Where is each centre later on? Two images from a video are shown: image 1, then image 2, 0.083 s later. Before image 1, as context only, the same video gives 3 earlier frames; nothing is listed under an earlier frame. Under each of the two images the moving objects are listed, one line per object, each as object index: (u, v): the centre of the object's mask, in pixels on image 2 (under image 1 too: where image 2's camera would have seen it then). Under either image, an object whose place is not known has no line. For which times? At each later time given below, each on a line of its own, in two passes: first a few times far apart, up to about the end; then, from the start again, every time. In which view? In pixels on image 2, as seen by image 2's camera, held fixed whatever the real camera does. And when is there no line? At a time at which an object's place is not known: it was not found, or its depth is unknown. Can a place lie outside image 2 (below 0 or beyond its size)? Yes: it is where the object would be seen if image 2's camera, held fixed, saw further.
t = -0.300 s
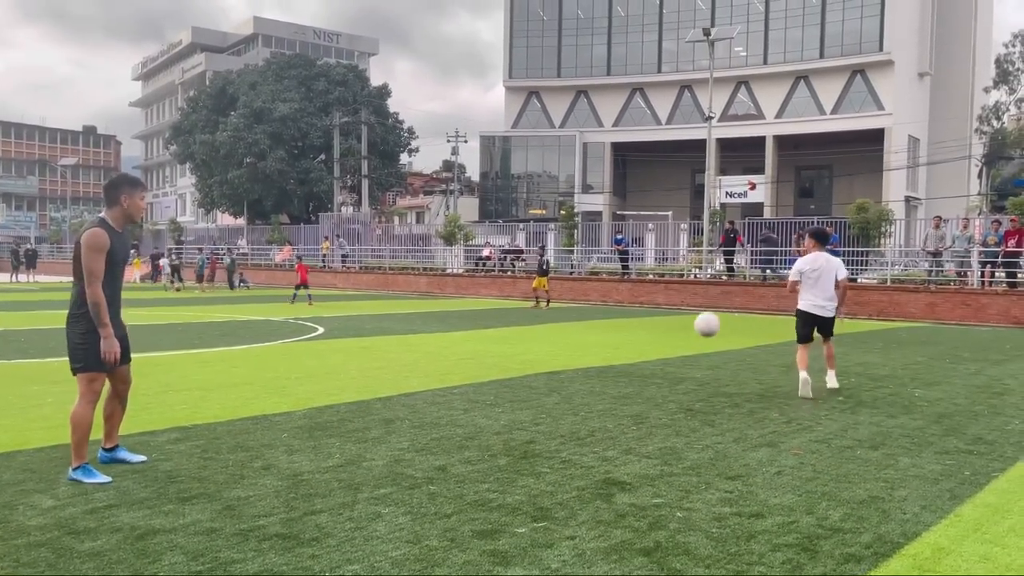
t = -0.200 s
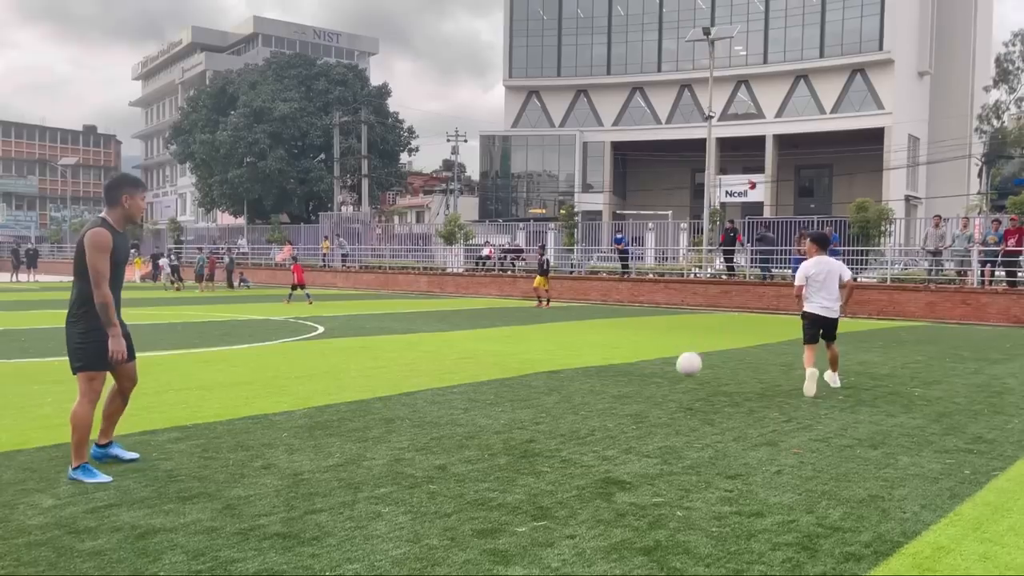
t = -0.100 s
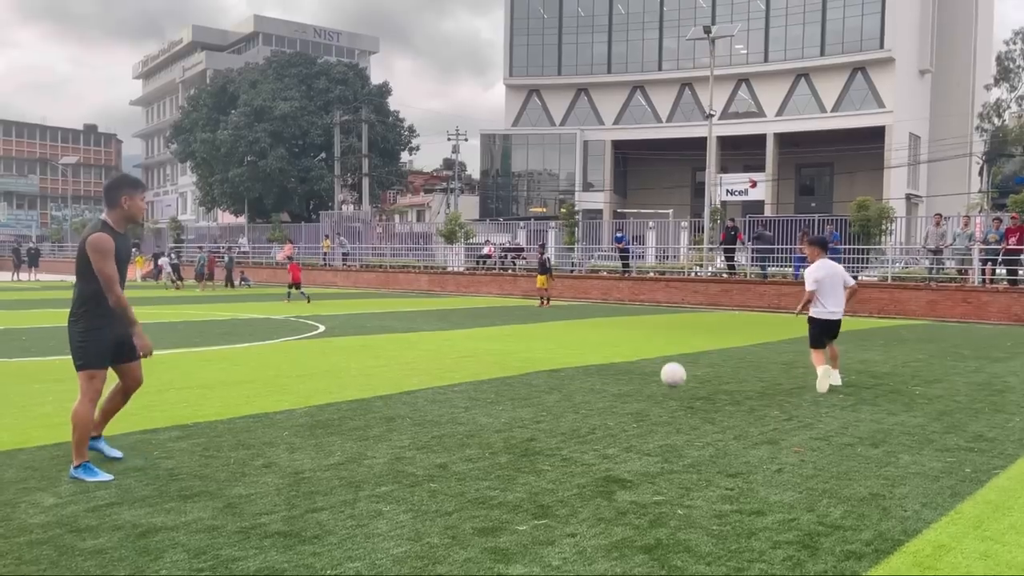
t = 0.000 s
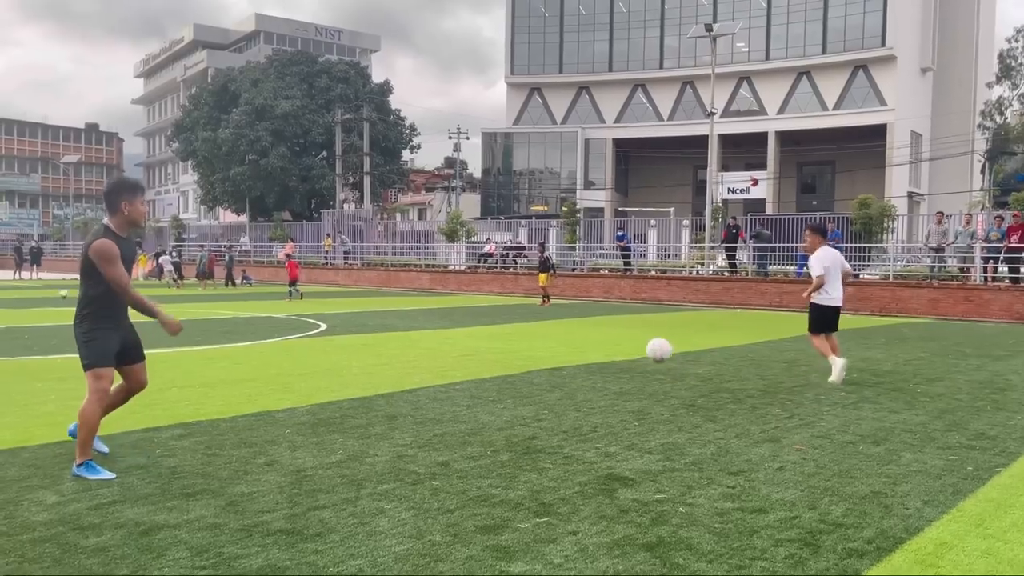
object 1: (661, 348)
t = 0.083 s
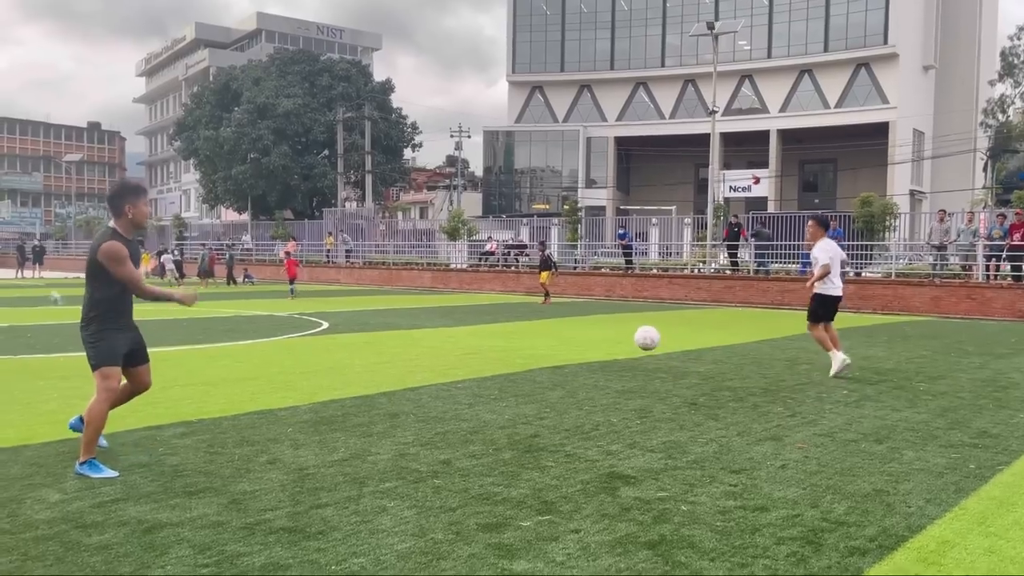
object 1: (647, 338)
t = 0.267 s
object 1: (617, 342)
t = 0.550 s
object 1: (568, 376)
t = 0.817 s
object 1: (524, 388)
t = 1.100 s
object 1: (477, 394)
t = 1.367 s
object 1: (438, 397)
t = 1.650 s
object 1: (400, 399)
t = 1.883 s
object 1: (373, 400)
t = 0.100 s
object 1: (644, 337)
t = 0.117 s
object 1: (641, 336)
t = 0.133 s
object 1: (639, 335)
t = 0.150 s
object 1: (636, 335)
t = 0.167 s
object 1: (633, 335)
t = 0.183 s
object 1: (630, 336)
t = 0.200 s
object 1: (627, 336)
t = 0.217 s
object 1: (625, 337)
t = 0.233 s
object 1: (622, 338)
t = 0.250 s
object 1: (619, 340)
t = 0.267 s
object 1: (617, 342)
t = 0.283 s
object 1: (614, 344)
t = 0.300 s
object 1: (611, 347)
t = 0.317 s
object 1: (608, 350)
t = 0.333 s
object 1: (605, 353)
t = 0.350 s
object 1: (602, 357)
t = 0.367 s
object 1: (599, 360)
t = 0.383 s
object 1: (596, 365)
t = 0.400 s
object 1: (593, 369)
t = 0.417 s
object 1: (590, 374)
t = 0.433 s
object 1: (587, 380)
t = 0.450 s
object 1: (584, 386)
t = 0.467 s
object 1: (581, 388)
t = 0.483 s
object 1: (578, 386)
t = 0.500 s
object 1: (575, 382)
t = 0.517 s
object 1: (573, 380)
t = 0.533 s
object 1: (570, 378)
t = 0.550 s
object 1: (568, 376)
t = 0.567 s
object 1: (565, 374)
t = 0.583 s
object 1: (562, 373)
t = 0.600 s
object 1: (560, 372)
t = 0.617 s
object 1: (557, 371)
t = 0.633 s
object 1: (555, 371)
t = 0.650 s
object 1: (552, 370)
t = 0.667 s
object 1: (549, 371)
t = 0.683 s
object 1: (547, 371)
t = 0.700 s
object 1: (544, 372)
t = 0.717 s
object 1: (541, 373)
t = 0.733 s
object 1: (538, 375)
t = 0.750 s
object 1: (535, 377)
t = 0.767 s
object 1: (532, 379)
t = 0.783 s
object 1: (529, 381)
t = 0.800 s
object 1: (526, 384)
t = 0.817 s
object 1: (524, 388)
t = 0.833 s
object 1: (521, 392)
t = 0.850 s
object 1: (518, 392)
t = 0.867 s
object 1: (515, 391)
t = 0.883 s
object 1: (512, 390)
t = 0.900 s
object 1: (510, 390)
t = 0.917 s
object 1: (507, 389)
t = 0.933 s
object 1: (504, 389)
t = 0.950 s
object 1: (501, 389)
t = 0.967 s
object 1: (498, 390)
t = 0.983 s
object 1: (496, 391)
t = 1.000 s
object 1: (493, 393)
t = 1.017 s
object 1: (490, 394)
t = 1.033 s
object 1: (488, 394)
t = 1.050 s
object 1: (485, 393)
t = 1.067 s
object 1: (482, 394)
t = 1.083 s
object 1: (480, 394)
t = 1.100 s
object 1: (477, 394)
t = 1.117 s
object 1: (474, 395)
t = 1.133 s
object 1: (472, 395)
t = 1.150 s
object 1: (469, 395)
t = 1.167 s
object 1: (466, 395)
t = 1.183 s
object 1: (464, 395)
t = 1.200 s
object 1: (462, 395)
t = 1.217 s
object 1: (459, 396)
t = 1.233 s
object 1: (456, 396)
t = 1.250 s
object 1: (454, 396)
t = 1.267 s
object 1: (451, 396)
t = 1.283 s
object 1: (449, 396)
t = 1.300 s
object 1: (447, 396)
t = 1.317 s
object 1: (444, 396)
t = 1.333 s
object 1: (442, 397)
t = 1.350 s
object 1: (440, 397)
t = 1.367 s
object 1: (438, 397)
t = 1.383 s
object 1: (435, 397)
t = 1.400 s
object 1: (433, 397)
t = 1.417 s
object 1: (431, 397)
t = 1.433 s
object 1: (429, 397)
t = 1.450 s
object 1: (426, 397)
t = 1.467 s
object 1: (424, 398)
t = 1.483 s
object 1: (421, 398)
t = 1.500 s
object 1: (420, 397)
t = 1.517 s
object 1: (417, 398)
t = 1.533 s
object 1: (415, 398)
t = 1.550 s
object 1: (413, 398)
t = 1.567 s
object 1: (411, 398)
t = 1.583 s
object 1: (409, 398)
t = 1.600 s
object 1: (407, 398)
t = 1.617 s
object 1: (405, 398)
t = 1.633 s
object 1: (403, 398)
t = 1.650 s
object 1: (400, 399)
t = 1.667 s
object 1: (398, 399)
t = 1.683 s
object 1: (396, 399)
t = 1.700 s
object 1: (395, 399)
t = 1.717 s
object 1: (393, 399)
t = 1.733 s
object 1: (390, 399)
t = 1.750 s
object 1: (388, 399)
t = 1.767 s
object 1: (386, 399)
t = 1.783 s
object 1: (384, 399)
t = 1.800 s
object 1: (383, 399)
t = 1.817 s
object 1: (380, 400)
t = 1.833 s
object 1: (379, 400)
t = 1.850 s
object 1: (377, 400)
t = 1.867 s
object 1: (375, 400)
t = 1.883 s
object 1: (373, 400)
